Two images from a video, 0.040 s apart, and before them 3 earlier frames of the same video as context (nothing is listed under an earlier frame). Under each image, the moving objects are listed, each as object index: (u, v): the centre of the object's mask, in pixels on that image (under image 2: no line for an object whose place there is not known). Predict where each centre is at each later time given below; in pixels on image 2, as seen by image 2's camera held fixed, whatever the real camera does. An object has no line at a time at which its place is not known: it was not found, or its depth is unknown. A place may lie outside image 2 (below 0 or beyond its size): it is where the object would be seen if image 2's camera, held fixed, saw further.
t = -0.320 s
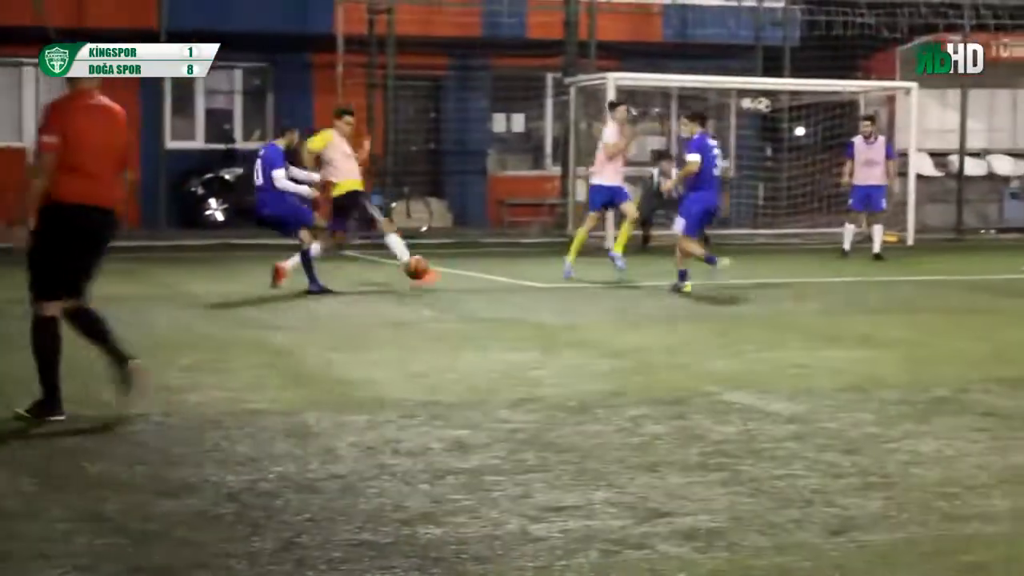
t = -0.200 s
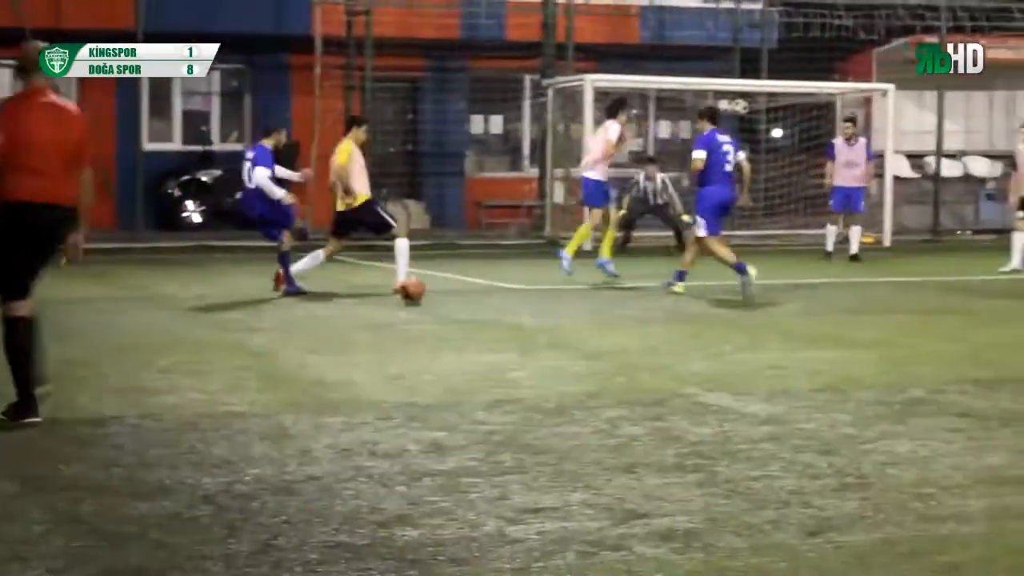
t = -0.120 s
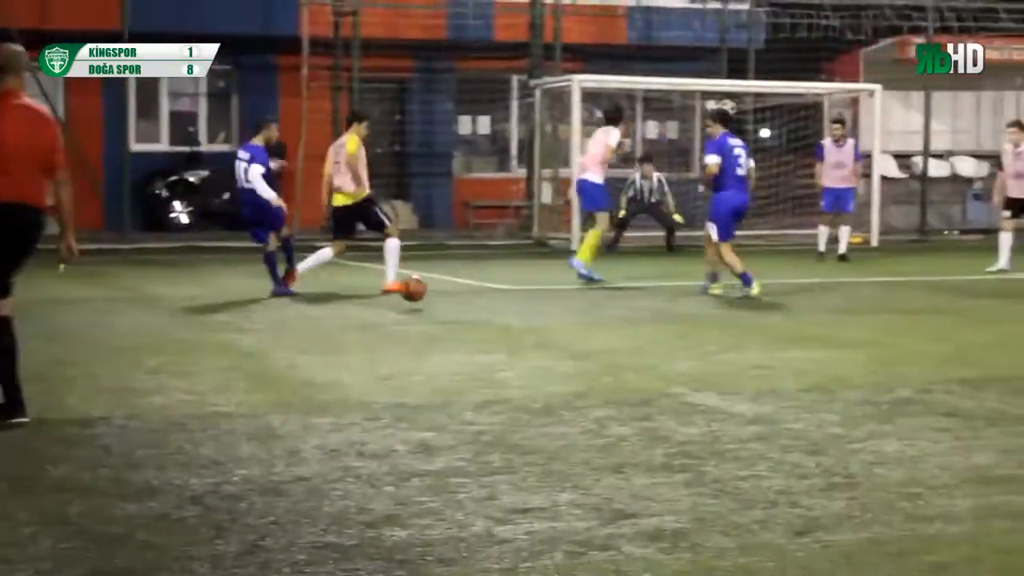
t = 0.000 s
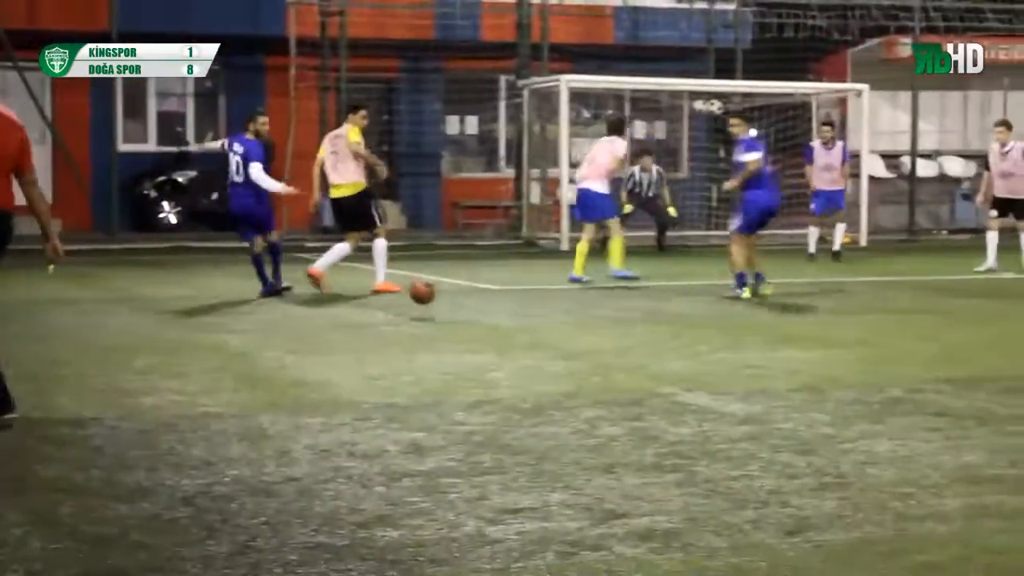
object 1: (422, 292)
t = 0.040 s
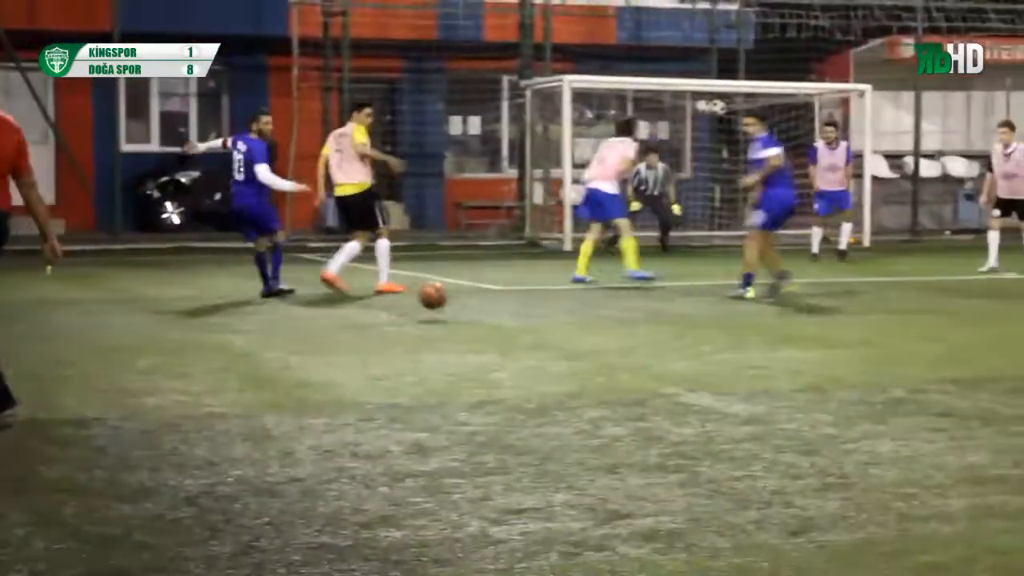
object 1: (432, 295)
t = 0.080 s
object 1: (438, 304)
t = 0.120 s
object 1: (449, 309)
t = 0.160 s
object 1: (455, 306)
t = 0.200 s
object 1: (462, 304)
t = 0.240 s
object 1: (471, 304)
